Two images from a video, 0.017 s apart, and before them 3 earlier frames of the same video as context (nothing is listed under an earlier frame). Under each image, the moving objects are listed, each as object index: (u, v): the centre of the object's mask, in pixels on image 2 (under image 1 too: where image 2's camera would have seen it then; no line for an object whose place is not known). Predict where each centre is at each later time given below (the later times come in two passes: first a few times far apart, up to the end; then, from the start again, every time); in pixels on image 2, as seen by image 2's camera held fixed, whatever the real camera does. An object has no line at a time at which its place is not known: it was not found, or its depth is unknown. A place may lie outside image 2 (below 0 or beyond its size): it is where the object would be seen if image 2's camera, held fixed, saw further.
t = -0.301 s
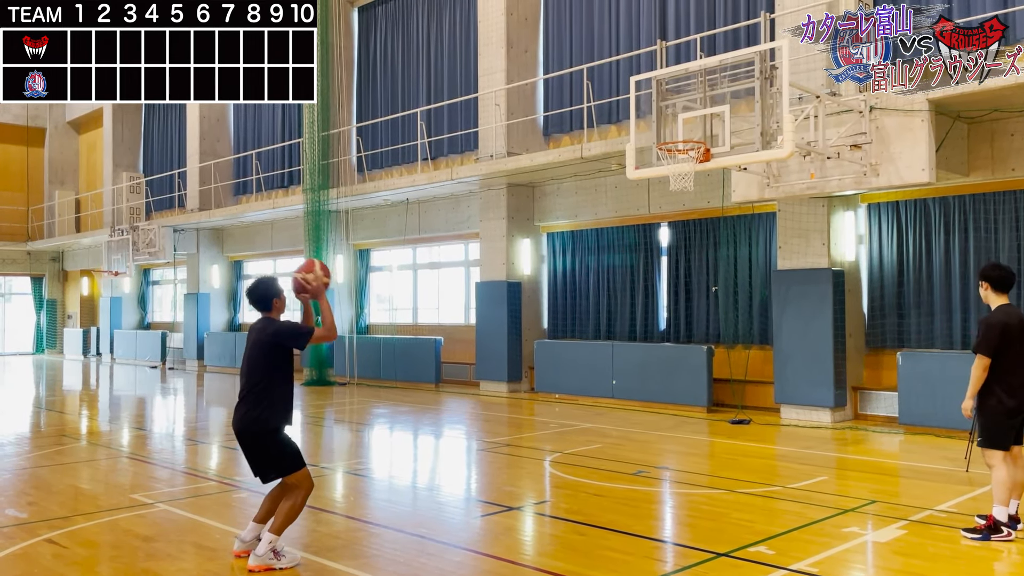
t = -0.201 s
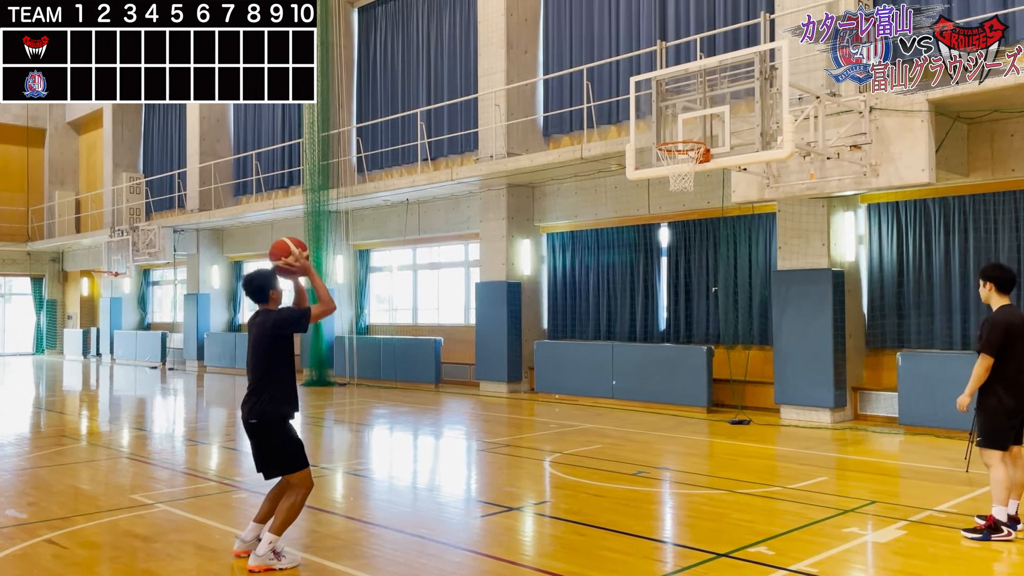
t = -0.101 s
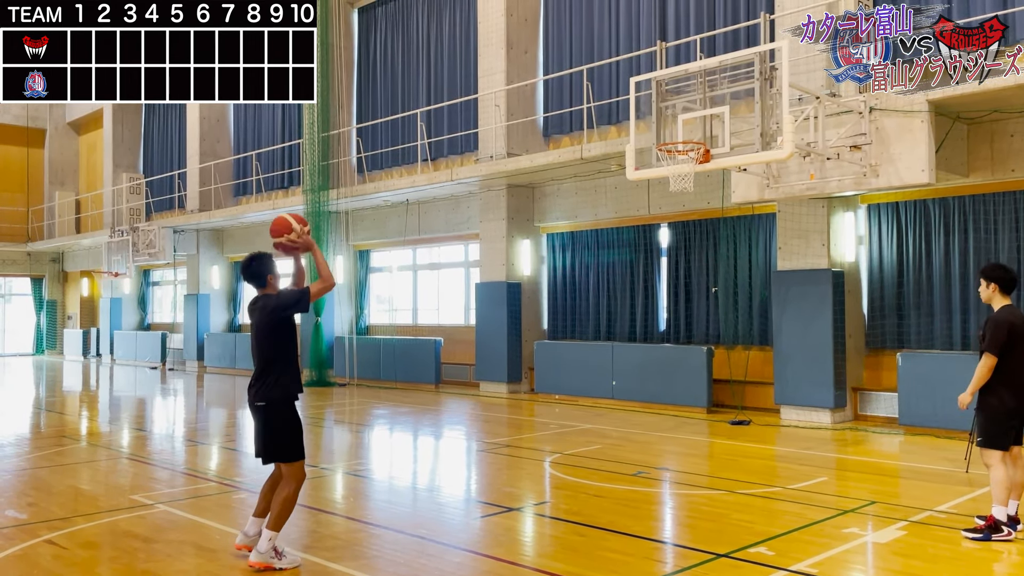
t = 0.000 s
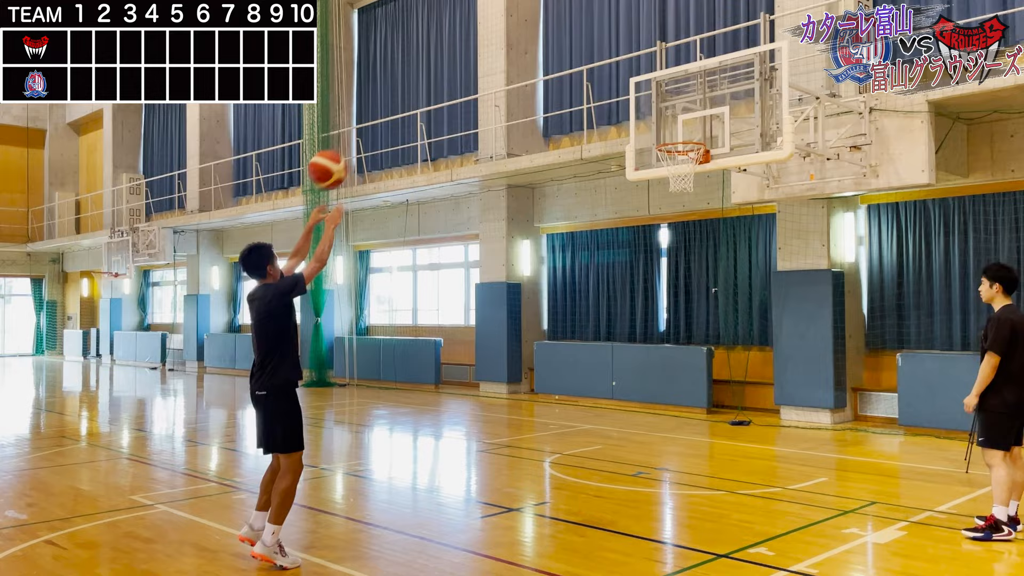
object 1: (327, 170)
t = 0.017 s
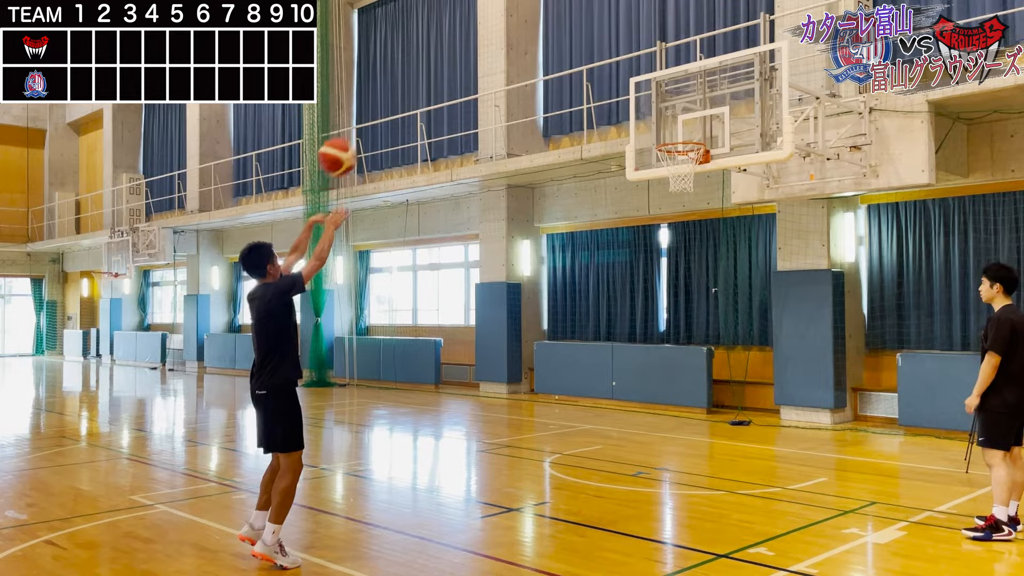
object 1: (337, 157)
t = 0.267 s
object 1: (463, 37)
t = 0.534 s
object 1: (564, 16)
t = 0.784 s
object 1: (639, 69)
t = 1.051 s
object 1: (670, 136)
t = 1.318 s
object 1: (697, 107)
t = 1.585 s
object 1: (675, 128)
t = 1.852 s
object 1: (644, 138)
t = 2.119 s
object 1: (618, 189)
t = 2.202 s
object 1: (610, 218)
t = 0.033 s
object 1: (347, 145)
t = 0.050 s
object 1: (357, 133)
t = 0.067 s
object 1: (366, 122)
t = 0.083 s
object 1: (375, 112)
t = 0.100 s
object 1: (383, 103)
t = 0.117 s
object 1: (392, 94)
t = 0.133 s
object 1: (401, 86)
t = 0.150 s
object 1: (409, 78)
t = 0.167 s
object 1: (417, 71)
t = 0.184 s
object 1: (425, 64)
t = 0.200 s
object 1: (433, 57)
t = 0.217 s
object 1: (441, 51)
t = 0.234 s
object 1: (448, 46)
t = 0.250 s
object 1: (456, 41)
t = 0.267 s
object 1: (463, 37)
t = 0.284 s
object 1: (470, 33)
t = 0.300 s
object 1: (477, 29)
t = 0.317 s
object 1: (484, 26)
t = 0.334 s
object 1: (490, 23)
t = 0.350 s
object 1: (497, 20)
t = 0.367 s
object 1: (504, 18)
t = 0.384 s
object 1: (510, 17)
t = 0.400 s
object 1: (516, 15)
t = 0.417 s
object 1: (522, 15)
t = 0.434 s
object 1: (529, 14)
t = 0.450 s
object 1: (535, 13)
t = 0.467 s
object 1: (541, 13)
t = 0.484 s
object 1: (547, 13)
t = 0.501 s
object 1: (553, 14)
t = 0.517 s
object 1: (558, 15)
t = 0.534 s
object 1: (564, 16)
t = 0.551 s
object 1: (569, 18)
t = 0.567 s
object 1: (575, 20)
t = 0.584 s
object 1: (580, 22)
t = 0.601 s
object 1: (585, 25)
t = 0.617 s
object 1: (591, 28)
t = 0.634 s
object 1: (596, 30)
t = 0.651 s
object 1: (601, 34)
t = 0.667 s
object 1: (606, 37)
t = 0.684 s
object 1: (611, 41)
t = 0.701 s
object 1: (616, 45)
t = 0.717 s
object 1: (621, 49)
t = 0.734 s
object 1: (625, 54)
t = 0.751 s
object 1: (630, 58)
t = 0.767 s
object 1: (635, 63)
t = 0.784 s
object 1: (639, 69)
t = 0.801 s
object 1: (644, 74)
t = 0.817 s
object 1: (648, 79)
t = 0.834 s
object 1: (652, 86)
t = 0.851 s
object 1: (657, 92)
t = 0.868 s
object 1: (661, 98)
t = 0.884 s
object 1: (666, 104)
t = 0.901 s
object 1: (670, 110)
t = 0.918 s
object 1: (674, 117)
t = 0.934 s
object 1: (678, 124)
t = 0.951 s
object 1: (682, 131)
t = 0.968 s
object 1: (687, 135)
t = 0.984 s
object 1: (688, 141)
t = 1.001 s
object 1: (683, 142)
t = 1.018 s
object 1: (676, 137)
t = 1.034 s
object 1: (669, 137)
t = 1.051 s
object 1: (670, 136)
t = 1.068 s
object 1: (673, 133)
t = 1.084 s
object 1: (677, 130)
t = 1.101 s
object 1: (680, 125)
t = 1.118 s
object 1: (683, 122)
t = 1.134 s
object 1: (685, 118)
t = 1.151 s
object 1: (688, 115)
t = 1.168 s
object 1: (691, 113)
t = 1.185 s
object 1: (694, 110)
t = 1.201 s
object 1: (697, 108)
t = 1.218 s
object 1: (699, 106)
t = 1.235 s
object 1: (702, 105)
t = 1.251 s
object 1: (701, 105)
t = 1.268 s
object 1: (700, 105)
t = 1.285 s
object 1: (700, 105)
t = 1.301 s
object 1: (698, 106)
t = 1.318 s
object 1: (697, 107)
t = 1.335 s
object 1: (696, 108)
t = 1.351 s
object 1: (695, 110)
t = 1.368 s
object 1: (694, 112)
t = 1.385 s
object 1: (692, 114)
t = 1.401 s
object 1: (691, 116)
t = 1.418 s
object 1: (690, 119)
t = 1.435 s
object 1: (689, 122)
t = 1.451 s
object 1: (689, 125)
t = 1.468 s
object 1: (687, 129)
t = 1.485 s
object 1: (687, 132)
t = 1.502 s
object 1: (685, 131)
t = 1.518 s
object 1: (683, 130)
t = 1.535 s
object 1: (681, 130)
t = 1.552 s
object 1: (679, 129)
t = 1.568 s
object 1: (677, 128)
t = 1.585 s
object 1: (675, 128)
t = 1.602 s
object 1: (673, 128)
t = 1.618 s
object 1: (670, 128)
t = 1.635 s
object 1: (668, 128)
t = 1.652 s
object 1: (666, 129)
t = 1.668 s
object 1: (665, 130)
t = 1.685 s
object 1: (662, 132)
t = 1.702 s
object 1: (660, 133)
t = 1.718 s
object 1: (658, 135)
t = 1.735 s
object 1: (656, 136)
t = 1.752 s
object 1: (655, 135)
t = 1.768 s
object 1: (653, 135)
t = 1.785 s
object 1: (651, 135)
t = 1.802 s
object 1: (650, 136)
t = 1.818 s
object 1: (648, 136)
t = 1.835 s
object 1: (646, 137)
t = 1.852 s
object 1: (644, 138)
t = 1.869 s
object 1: (642, 139)
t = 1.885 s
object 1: (640, 141)
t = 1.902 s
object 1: (639, 142)
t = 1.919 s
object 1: (637, 144)
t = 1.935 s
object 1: (636, 147)
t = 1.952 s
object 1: (634, 149)
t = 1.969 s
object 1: (632, 152)
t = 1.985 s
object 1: (631, 155)
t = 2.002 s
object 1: (629, 158)
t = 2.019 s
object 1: (627, 161)
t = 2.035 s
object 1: (626, 165)
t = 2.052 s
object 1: (624, 170)
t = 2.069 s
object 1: (623, 174)
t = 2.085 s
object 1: (621, 178)
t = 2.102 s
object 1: (619, 184)
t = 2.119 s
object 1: (618, 189)
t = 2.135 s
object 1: (616, 194)
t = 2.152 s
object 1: (615, 200)
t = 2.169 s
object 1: (613, 206)
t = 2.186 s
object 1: (612, 212)
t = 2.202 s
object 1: (610, 218)
